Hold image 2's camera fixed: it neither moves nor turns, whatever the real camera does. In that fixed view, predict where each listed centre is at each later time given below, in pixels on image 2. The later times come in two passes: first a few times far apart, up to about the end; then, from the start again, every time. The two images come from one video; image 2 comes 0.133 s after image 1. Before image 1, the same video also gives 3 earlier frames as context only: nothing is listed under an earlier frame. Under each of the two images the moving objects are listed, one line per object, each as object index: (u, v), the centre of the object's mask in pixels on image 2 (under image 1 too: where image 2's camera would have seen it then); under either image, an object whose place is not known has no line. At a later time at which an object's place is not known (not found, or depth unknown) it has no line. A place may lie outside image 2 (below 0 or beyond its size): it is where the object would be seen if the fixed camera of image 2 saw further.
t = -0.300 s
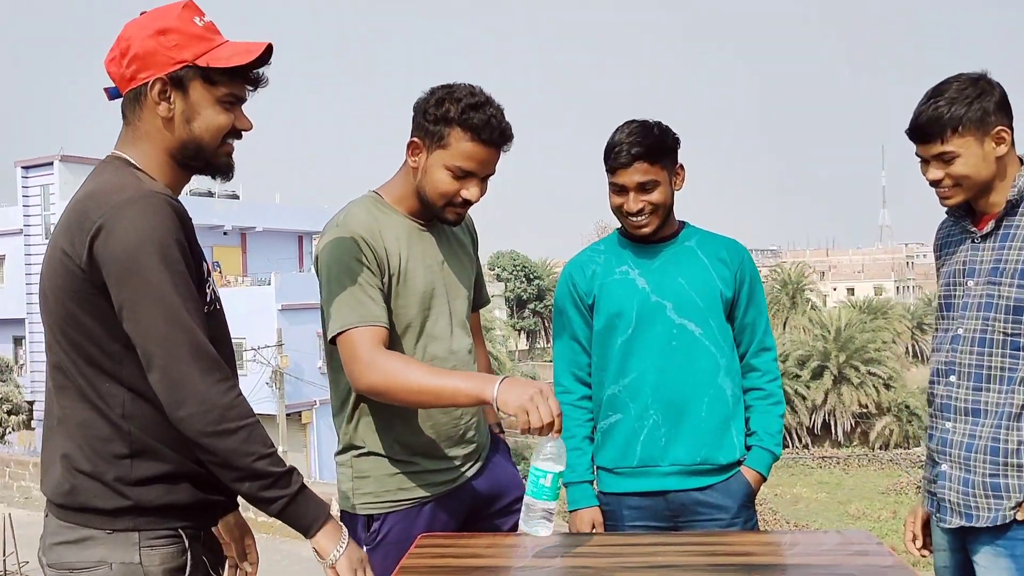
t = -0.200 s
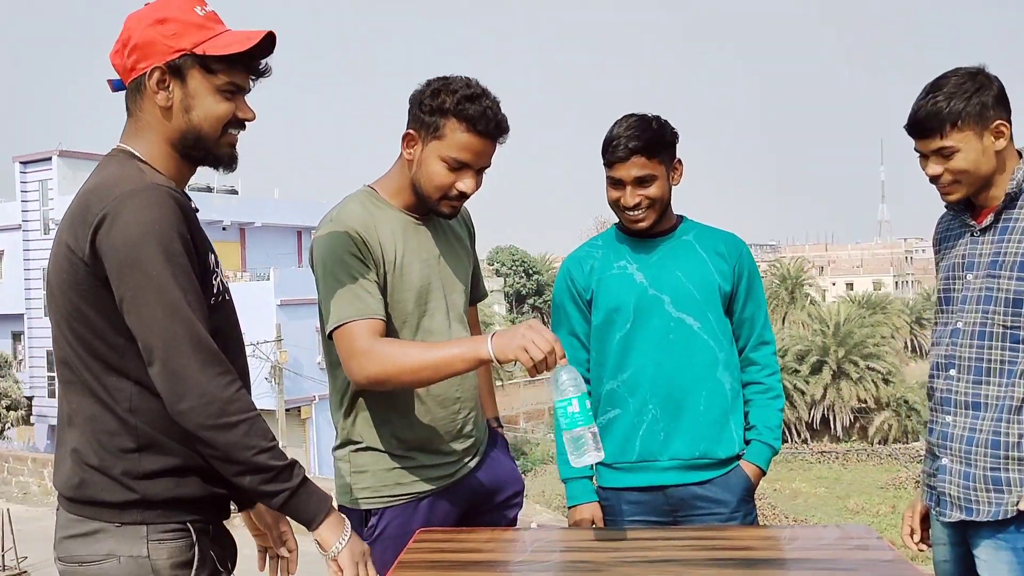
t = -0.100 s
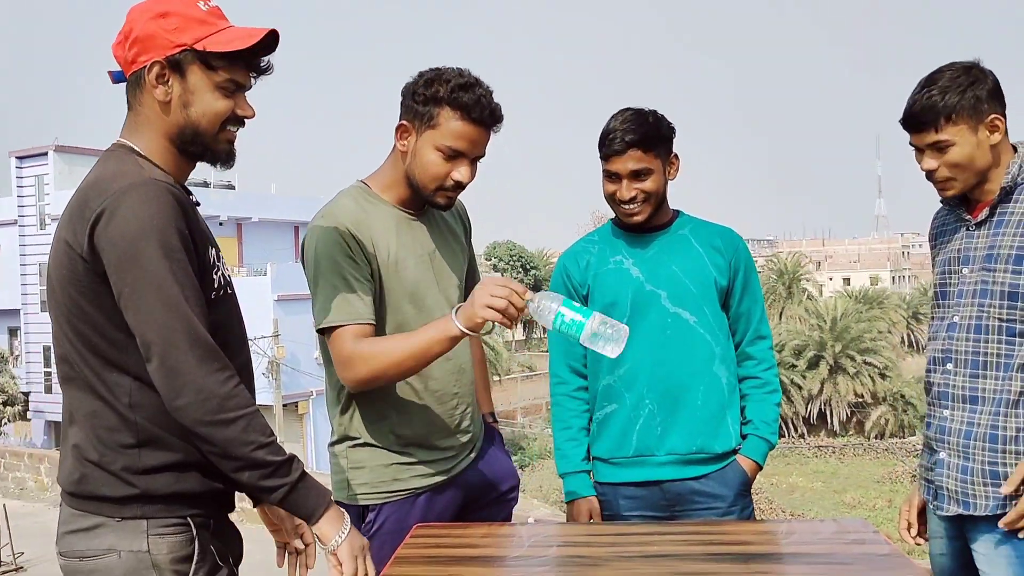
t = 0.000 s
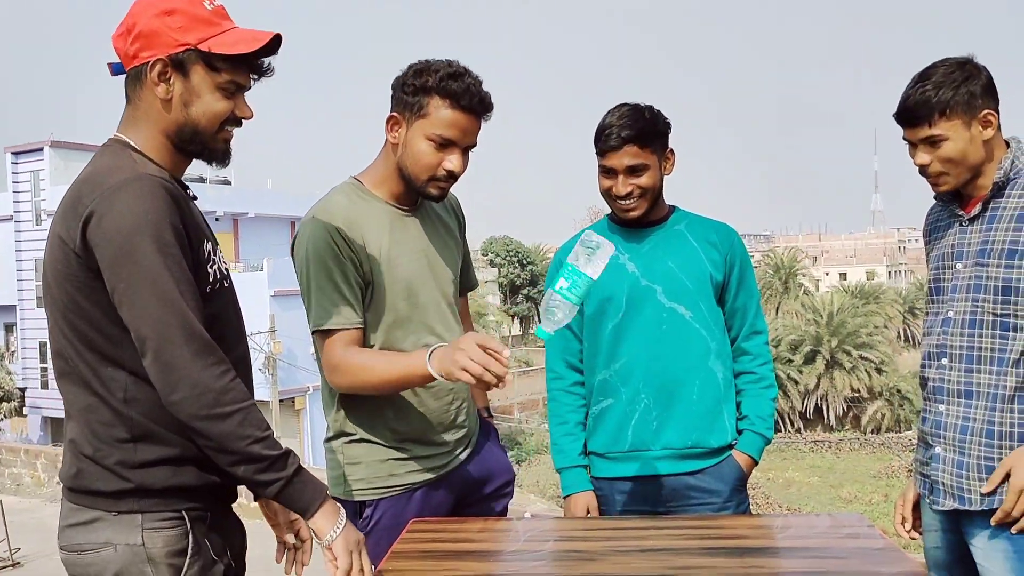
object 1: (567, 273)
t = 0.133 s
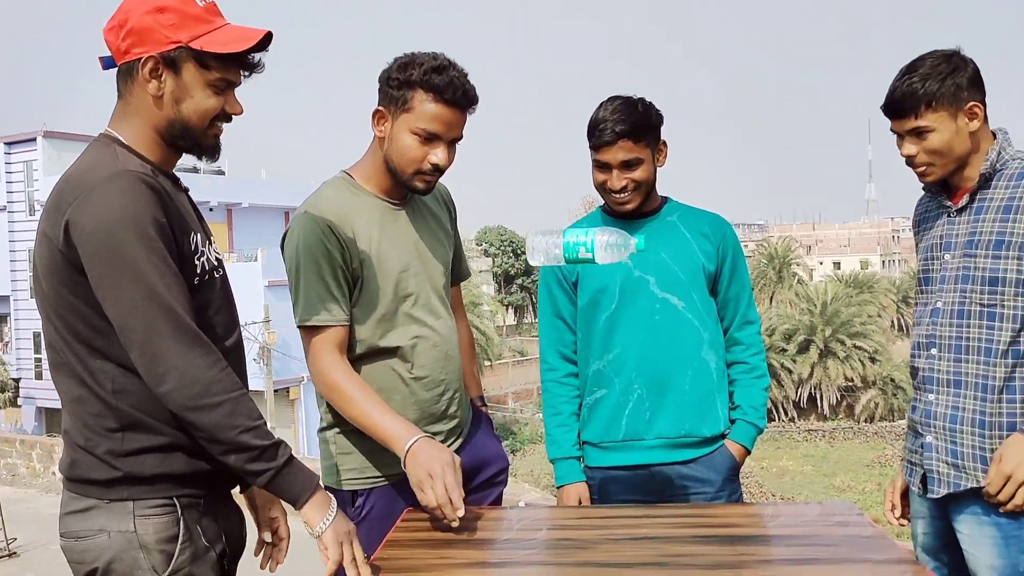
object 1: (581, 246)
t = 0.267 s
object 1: (560, 341)
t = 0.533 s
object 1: (517, 499)
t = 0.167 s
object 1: (576, 259)
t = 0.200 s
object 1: (570, 279)
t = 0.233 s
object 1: (564, 307)
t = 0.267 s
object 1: (560, 341)
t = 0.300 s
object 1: (555, 382)
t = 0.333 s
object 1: (550, 430)
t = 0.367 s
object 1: (547, 484)
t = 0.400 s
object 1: (542, 498)
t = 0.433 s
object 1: (535, 497)
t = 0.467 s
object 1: (529, 498)
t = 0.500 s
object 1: (523, 498)
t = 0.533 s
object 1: (517, 499)
